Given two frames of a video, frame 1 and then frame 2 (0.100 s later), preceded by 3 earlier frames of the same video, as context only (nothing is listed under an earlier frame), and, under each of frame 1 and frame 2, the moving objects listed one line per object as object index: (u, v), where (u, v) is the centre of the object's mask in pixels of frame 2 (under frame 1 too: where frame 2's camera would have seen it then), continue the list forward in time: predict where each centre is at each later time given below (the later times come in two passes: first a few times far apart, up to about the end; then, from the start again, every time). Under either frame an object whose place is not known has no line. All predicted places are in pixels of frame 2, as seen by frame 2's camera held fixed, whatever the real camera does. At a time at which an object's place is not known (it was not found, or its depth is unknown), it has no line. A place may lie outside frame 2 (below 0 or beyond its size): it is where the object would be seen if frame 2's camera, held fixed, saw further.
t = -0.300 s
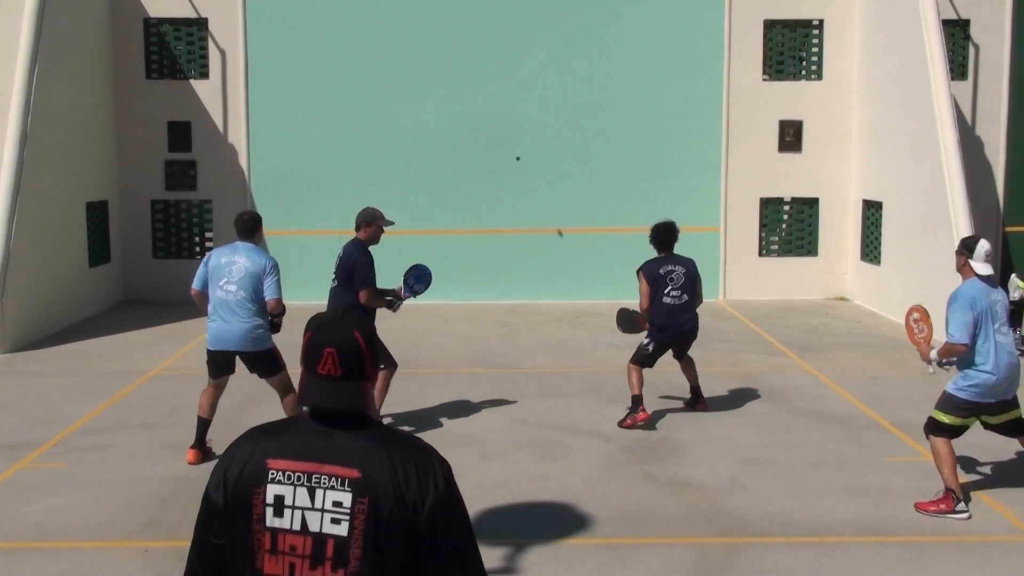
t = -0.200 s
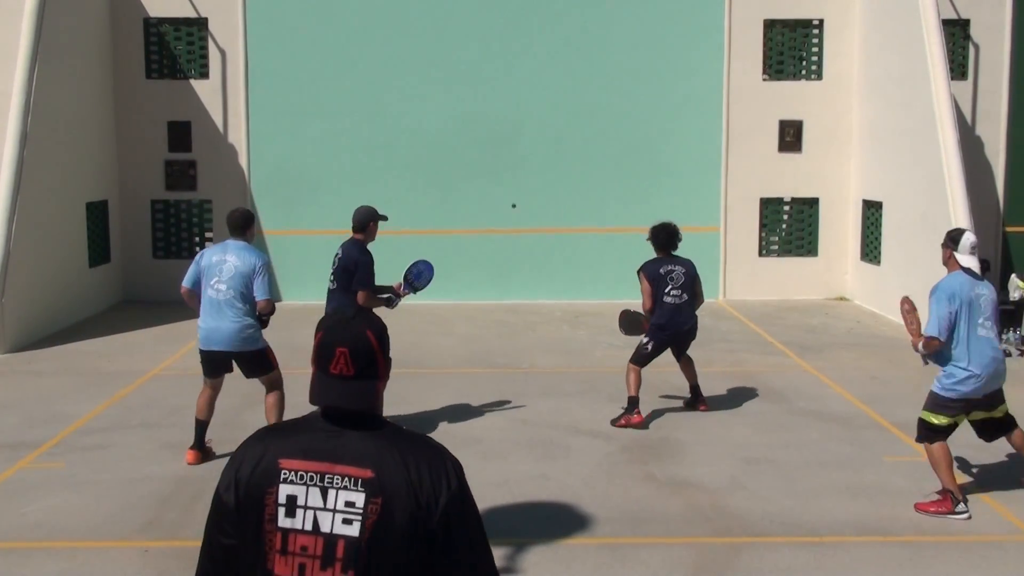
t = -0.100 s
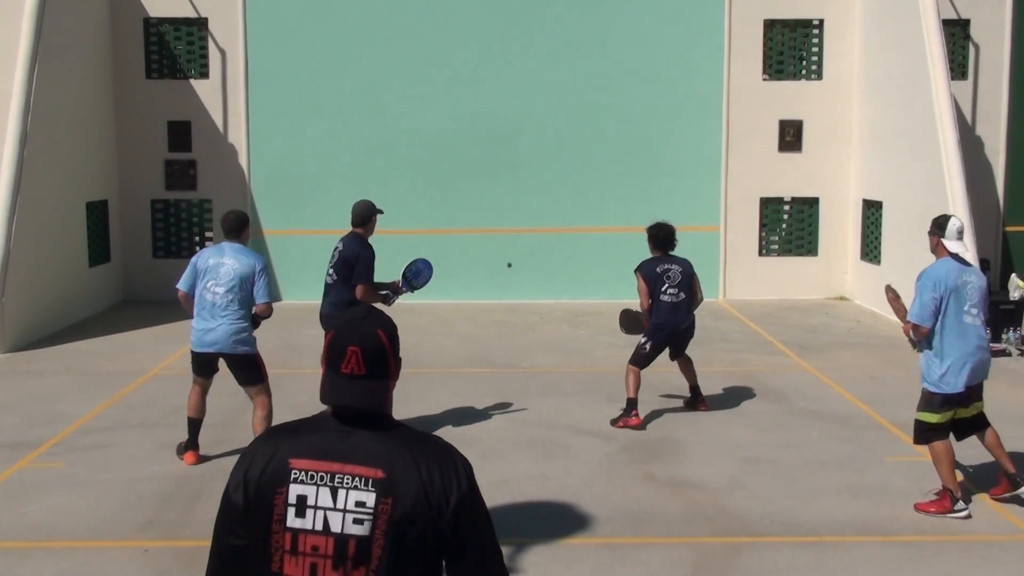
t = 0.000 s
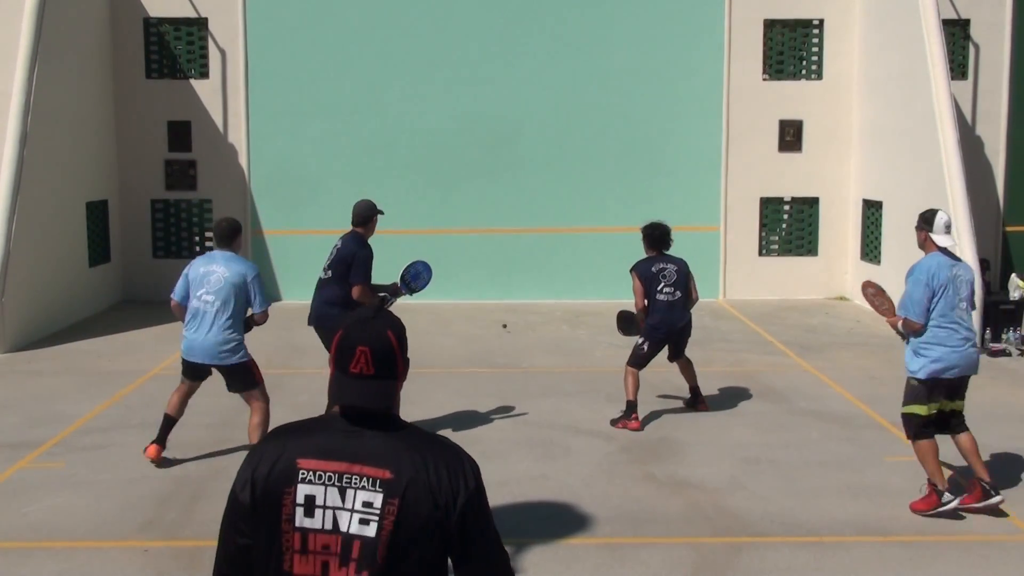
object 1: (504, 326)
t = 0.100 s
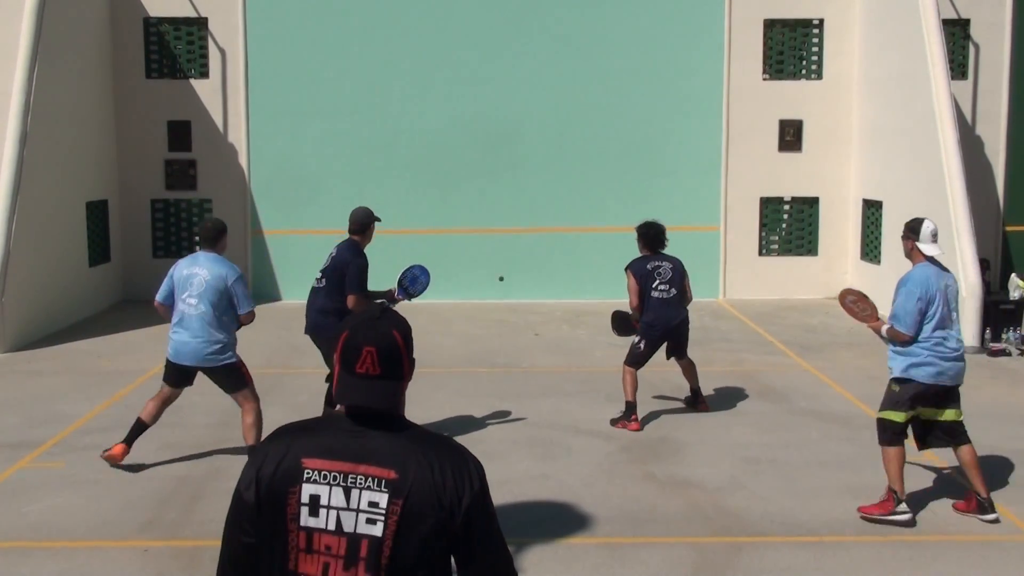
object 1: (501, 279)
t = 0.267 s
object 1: (494, 214)
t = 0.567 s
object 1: (479, 154)
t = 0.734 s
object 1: (468, 164)
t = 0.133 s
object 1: (500, 265)
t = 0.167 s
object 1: (499, 251)
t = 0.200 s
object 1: (497, 238)
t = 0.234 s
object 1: (496, 226)
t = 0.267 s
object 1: (494, 214)
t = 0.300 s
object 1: (493, 204)
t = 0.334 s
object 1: (491, 194)
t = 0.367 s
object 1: (490, 185)
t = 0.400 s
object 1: (488, 177)
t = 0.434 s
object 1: (486, 170)
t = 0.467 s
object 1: (485, 165)
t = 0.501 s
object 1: (483, 160)
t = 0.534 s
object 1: (481, 156)
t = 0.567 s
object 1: (479, 154)
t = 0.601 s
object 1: (477, 153)
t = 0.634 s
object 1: (474, 153)
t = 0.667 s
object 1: (472, 155)
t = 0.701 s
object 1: (470, 159)
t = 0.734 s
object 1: (468, 164)
